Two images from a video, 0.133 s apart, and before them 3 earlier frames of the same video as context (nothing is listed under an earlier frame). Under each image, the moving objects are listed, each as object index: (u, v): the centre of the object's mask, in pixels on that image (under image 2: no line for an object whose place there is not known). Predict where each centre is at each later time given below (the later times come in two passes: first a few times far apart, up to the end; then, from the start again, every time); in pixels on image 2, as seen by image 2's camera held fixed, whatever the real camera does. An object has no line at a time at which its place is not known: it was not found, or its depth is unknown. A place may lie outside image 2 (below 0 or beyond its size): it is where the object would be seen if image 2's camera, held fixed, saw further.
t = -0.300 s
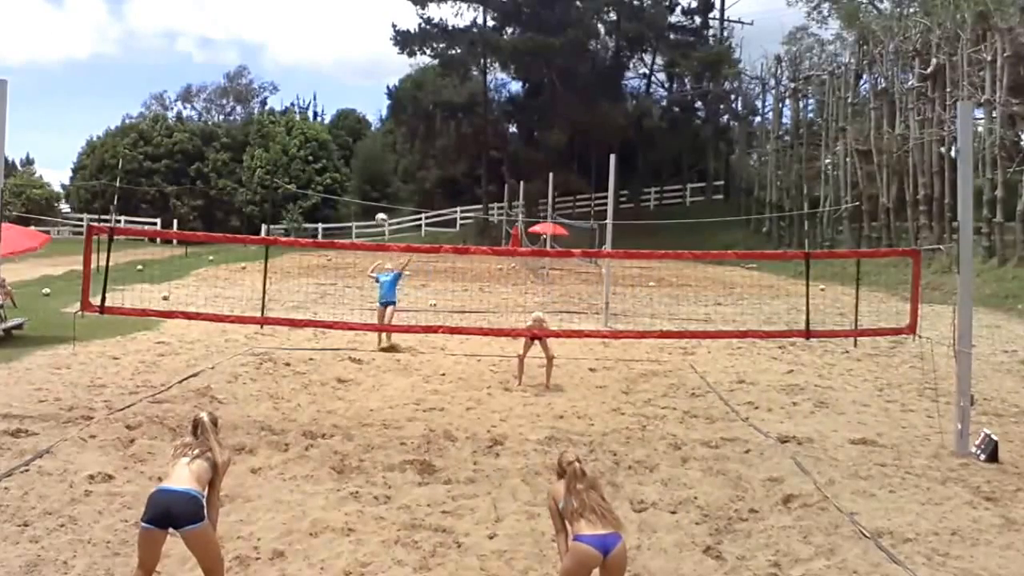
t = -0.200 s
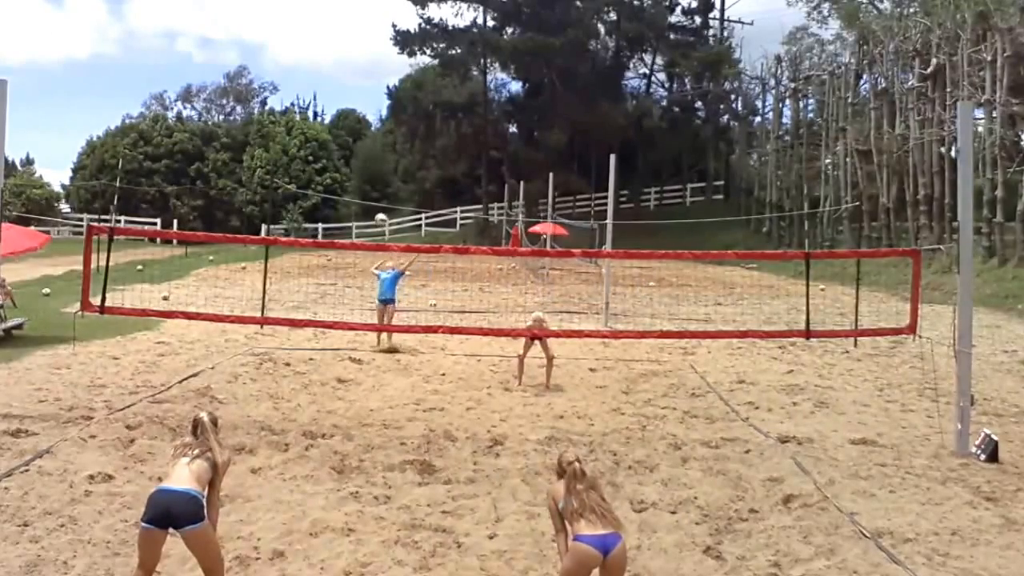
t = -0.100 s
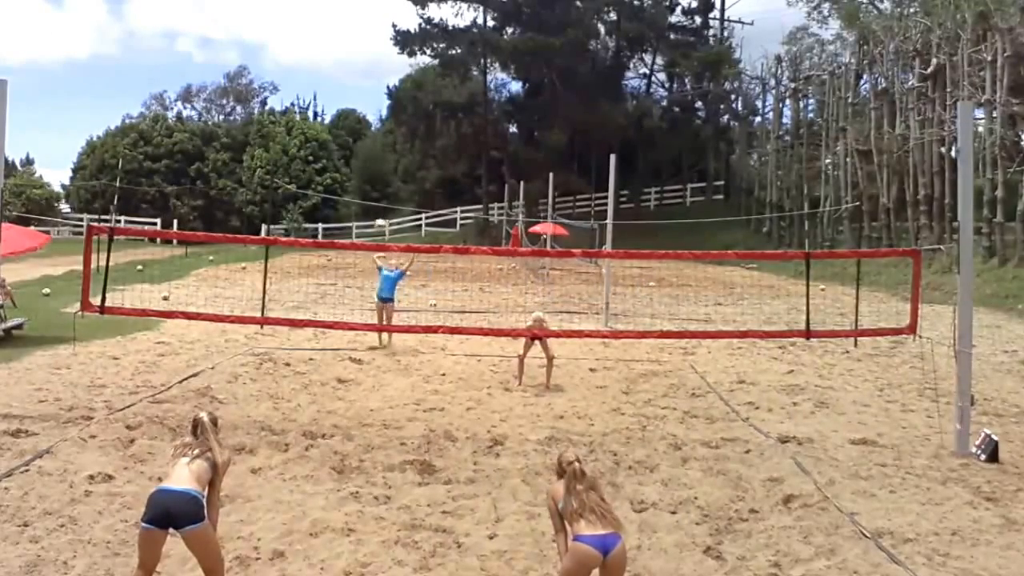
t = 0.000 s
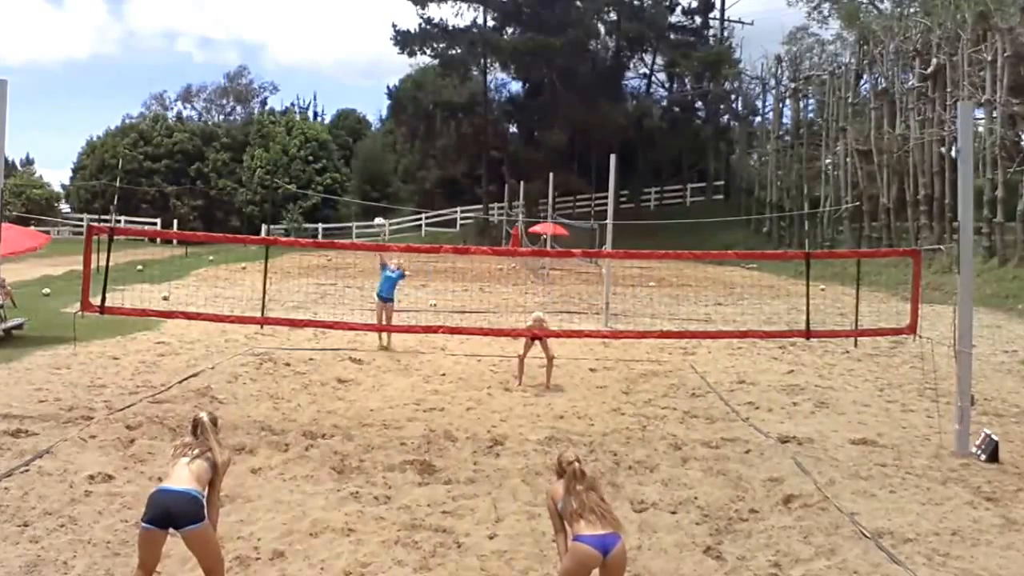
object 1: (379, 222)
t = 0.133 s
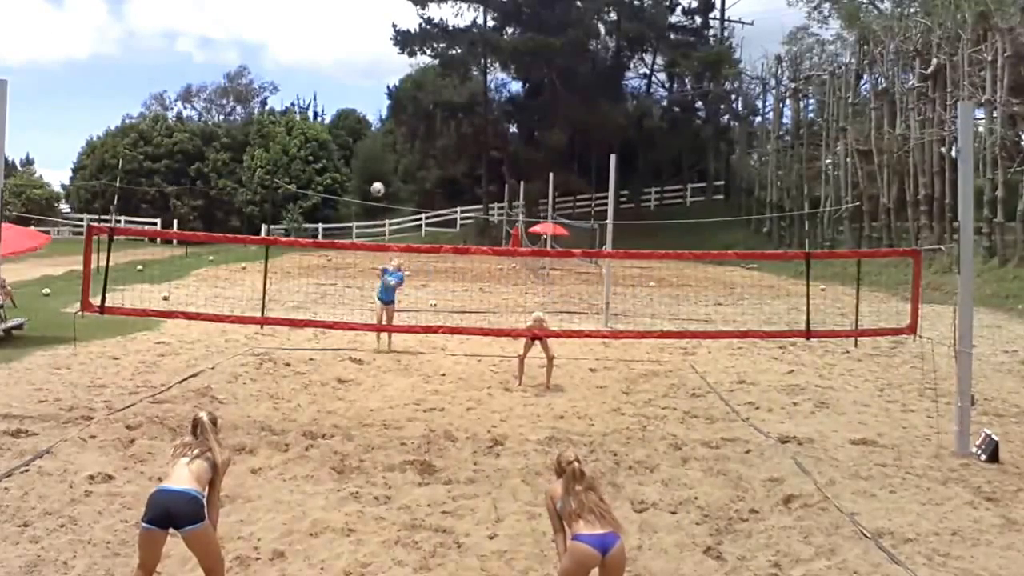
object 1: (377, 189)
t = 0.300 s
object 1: (375, 153)
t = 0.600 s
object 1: (371, 125)
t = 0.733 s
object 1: (371, 131)
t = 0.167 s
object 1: (377, 181)
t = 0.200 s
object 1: (377, 173)
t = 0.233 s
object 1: (376, 166)
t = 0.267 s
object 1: (376, 159)
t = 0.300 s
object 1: (375, 153)
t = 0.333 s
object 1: (375, 147)
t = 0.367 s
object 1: (374, 142)
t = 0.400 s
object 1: (374, 137)
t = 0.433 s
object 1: (373, 133)
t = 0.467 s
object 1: (372, 130)
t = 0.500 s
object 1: (373, 127)
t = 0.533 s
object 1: (372, 125)
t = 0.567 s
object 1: (372, 125)
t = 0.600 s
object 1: (371, 125)
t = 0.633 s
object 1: (371, 125)
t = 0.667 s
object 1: (371, 125)
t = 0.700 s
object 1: (371, 128)
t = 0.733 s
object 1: (371, 131)
